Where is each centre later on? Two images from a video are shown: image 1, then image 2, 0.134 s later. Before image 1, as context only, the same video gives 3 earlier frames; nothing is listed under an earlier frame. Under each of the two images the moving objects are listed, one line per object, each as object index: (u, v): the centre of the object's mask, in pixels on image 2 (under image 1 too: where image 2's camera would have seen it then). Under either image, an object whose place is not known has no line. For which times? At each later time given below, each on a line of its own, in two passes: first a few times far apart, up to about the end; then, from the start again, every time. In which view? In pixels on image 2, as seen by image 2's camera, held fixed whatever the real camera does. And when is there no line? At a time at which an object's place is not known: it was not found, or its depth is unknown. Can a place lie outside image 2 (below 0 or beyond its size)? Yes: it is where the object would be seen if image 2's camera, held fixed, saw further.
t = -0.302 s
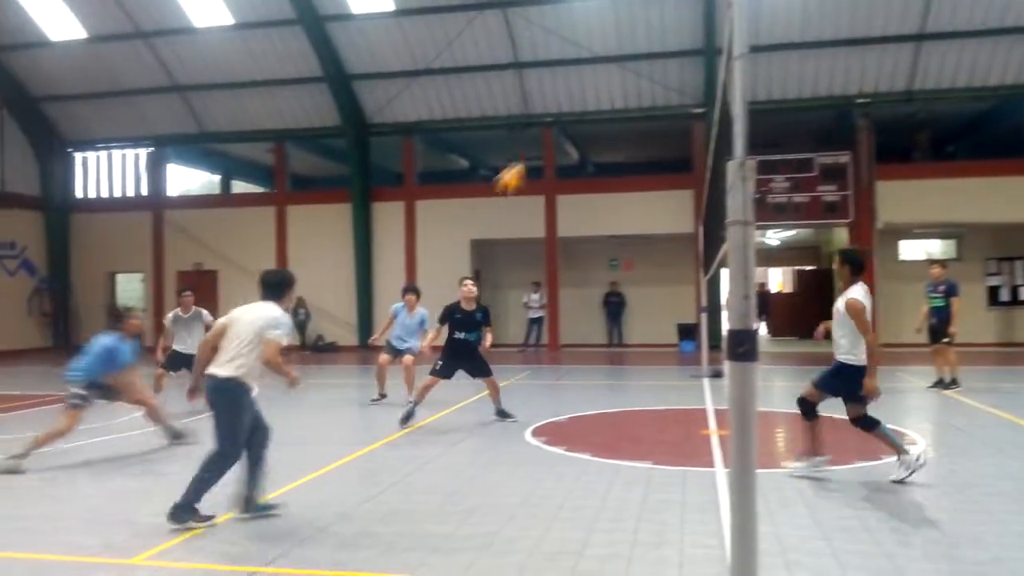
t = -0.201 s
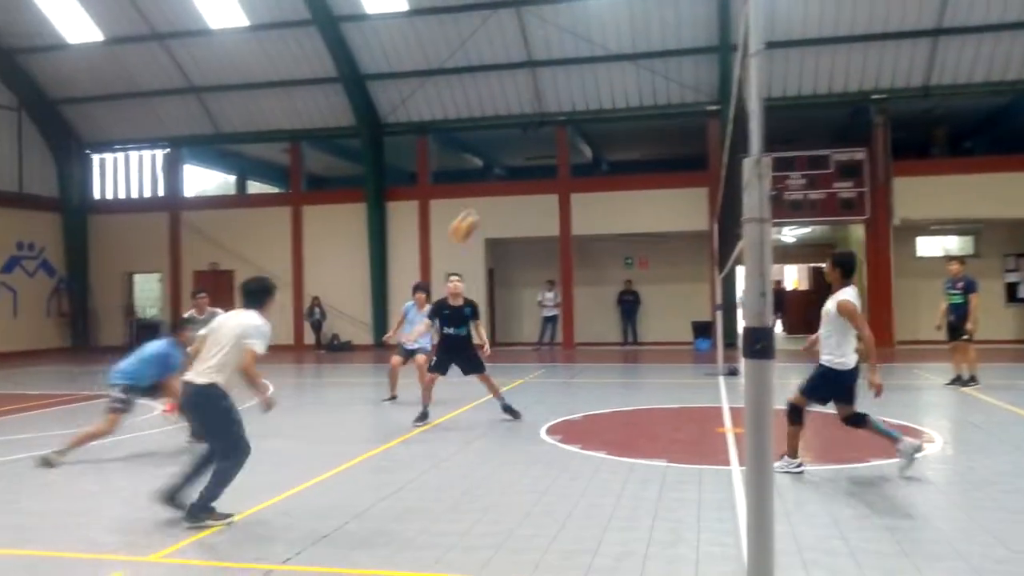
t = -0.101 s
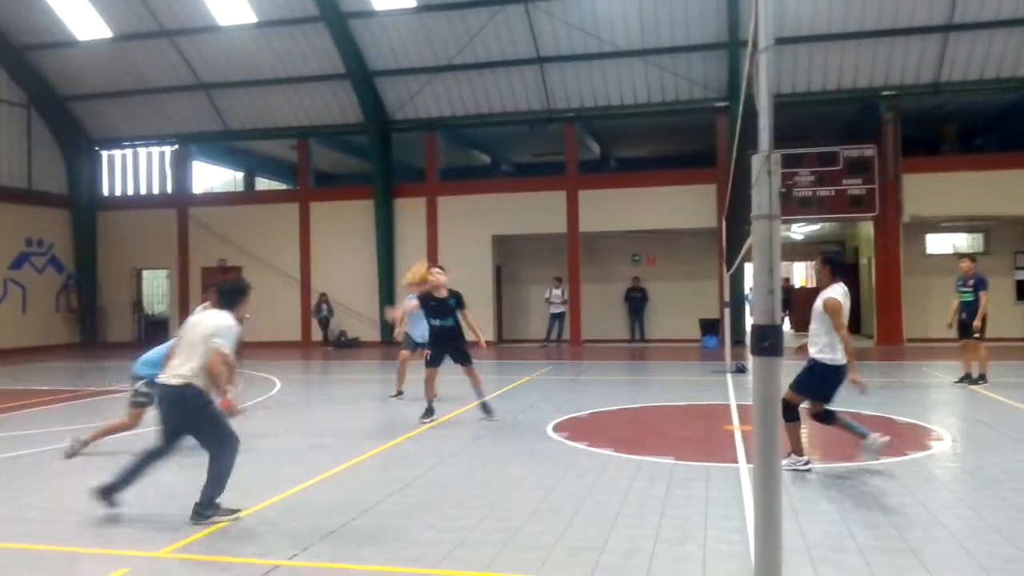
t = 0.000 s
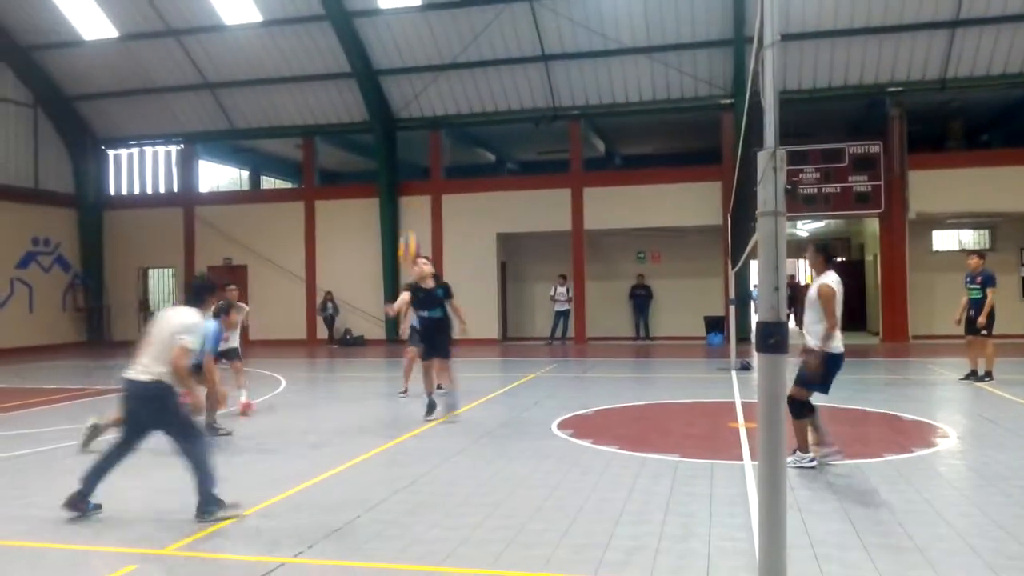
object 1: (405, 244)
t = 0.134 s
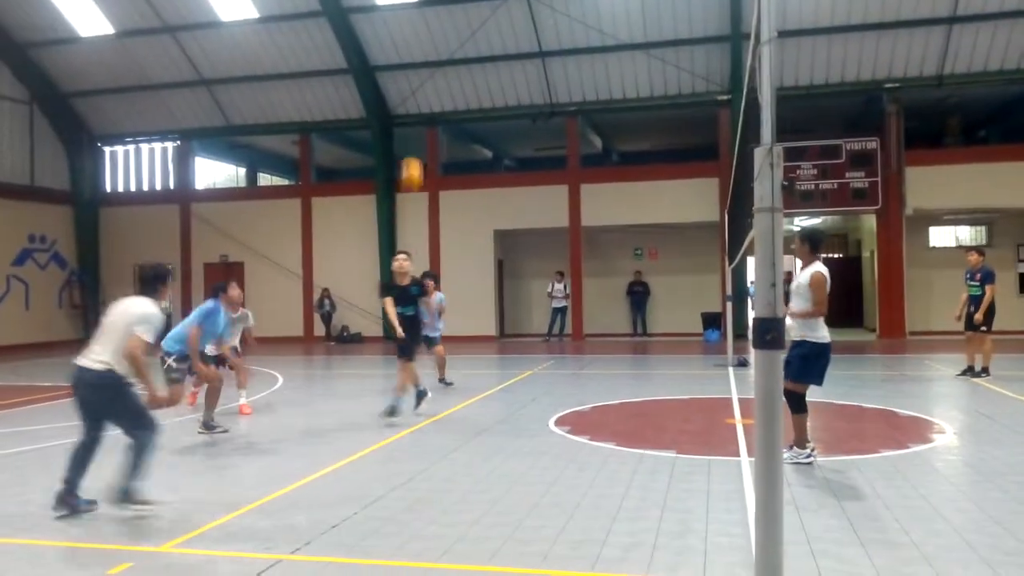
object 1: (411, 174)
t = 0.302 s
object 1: (417, 102)
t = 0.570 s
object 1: (429, 46)
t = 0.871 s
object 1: (448, 87)
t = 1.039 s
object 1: (460, 173)
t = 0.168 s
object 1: (413, 158)
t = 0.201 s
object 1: (414, 142)
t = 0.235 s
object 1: (415, 127)
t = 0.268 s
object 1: (416, 114)
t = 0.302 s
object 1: (417, 102)
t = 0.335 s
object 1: (418, 91)
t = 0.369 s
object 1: (420, 80)
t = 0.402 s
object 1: (421, 72)
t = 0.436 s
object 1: (422, 64)
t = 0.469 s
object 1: (423, 57)
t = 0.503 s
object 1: (424, 53)
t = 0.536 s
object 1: (427, 48)
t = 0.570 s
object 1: (429, 46)
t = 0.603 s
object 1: (431, 44)
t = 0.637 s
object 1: (433, 44)
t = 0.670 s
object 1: (434, 45)
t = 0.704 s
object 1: (436, 48)
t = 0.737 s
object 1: (439, 52)
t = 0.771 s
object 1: (441, 58)
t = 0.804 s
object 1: (443, 66)
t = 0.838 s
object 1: (445, 75)
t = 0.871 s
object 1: (448, 87)
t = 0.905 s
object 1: (449, 98)
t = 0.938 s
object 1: (451, 114)
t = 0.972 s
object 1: (453, 133)
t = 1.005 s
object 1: (456, 154)
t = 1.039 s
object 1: (460, 173)
